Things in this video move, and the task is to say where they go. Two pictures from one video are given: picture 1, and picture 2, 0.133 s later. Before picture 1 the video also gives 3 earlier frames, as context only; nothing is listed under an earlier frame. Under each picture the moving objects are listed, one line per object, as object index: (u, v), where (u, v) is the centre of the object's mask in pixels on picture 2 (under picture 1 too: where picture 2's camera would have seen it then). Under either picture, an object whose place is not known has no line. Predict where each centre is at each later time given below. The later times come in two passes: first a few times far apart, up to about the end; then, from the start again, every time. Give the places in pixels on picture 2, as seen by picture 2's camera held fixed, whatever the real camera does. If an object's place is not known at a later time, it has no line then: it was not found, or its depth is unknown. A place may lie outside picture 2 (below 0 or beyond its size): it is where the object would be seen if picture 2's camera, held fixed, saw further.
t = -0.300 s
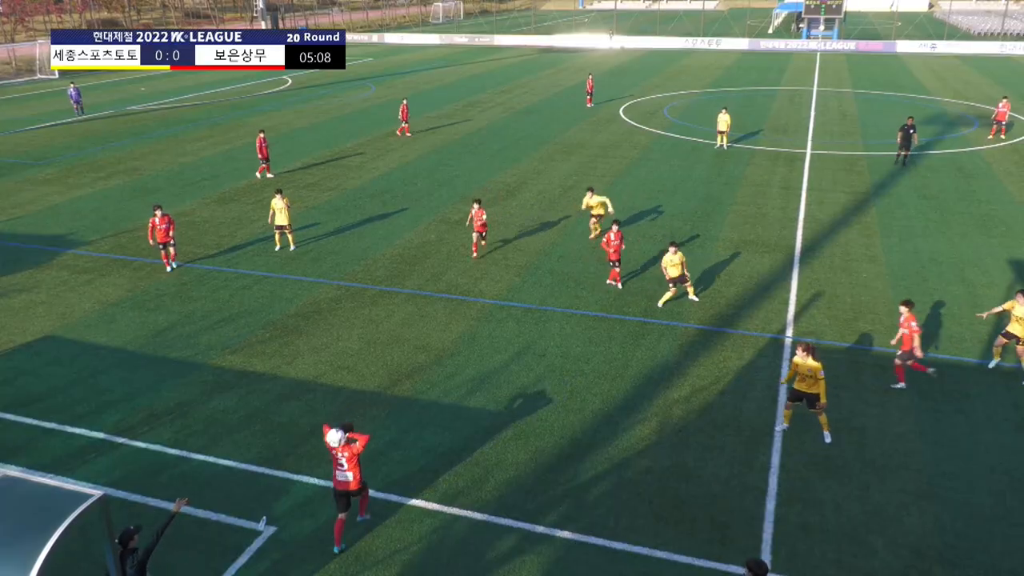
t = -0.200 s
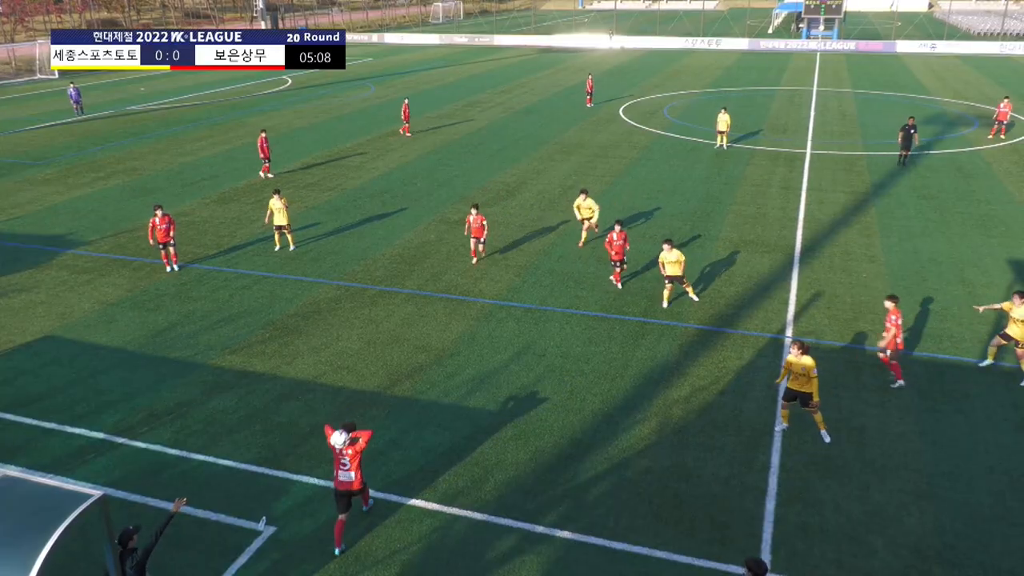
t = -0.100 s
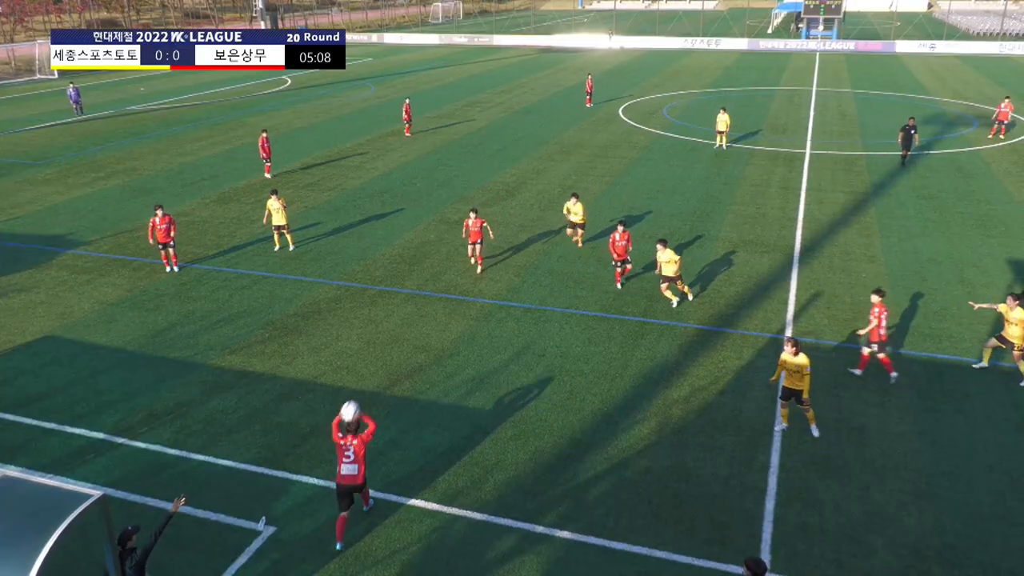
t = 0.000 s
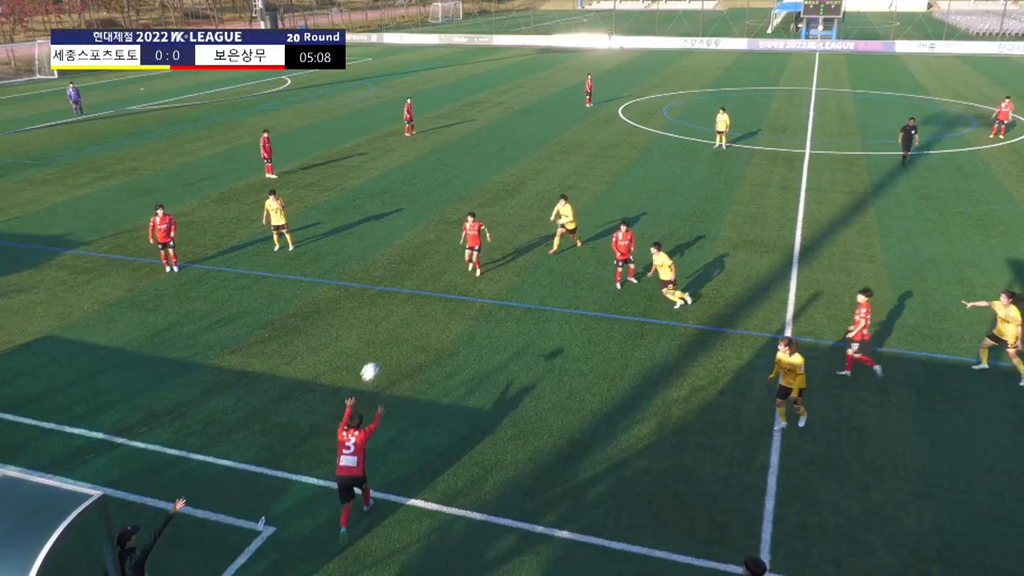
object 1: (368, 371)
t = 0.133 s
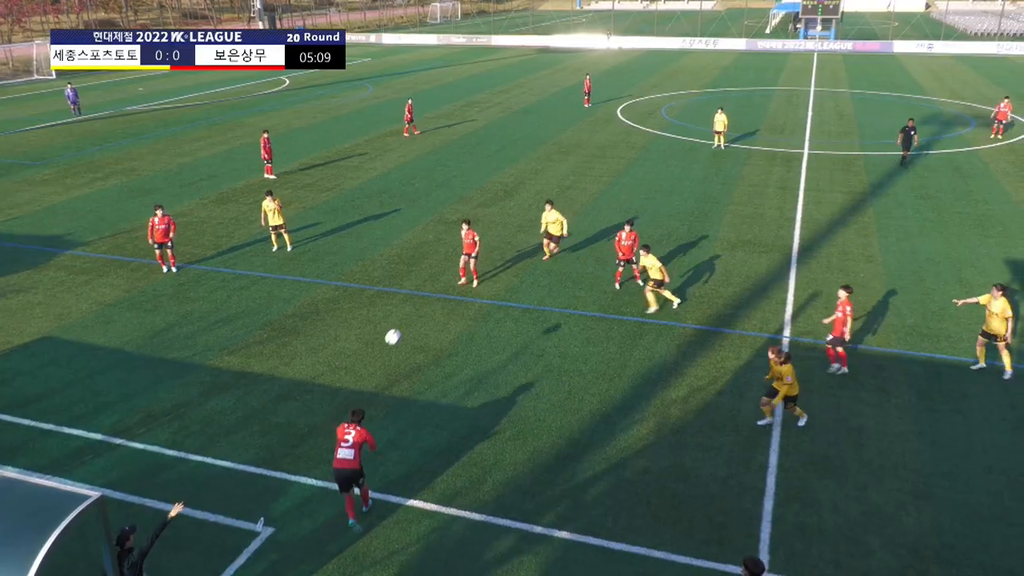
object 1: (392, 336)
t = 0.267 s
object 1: (413, 317)
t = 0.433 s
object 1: (436, 311)
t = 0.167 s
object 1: (398, 329)
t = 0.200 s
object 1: (403, 324)
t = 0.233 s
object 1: (408, 321)
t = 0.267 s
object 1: (413, 317)
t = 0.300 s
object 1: (418, 315)
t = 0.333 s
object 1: (423, 313)
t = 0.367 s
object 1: (427, 311)
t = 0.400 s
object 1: (432, 311)
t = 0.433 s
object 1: (436, 311)
